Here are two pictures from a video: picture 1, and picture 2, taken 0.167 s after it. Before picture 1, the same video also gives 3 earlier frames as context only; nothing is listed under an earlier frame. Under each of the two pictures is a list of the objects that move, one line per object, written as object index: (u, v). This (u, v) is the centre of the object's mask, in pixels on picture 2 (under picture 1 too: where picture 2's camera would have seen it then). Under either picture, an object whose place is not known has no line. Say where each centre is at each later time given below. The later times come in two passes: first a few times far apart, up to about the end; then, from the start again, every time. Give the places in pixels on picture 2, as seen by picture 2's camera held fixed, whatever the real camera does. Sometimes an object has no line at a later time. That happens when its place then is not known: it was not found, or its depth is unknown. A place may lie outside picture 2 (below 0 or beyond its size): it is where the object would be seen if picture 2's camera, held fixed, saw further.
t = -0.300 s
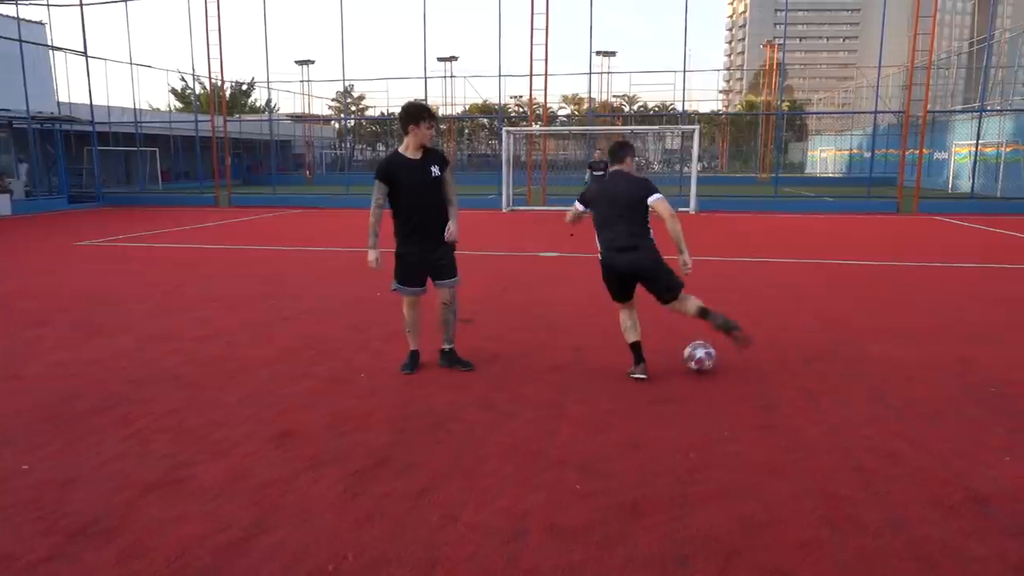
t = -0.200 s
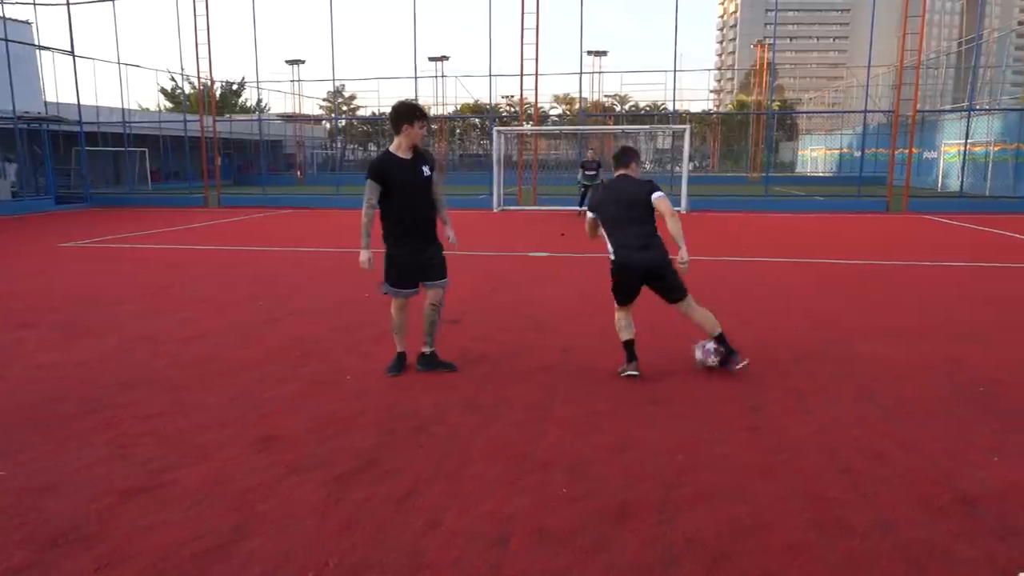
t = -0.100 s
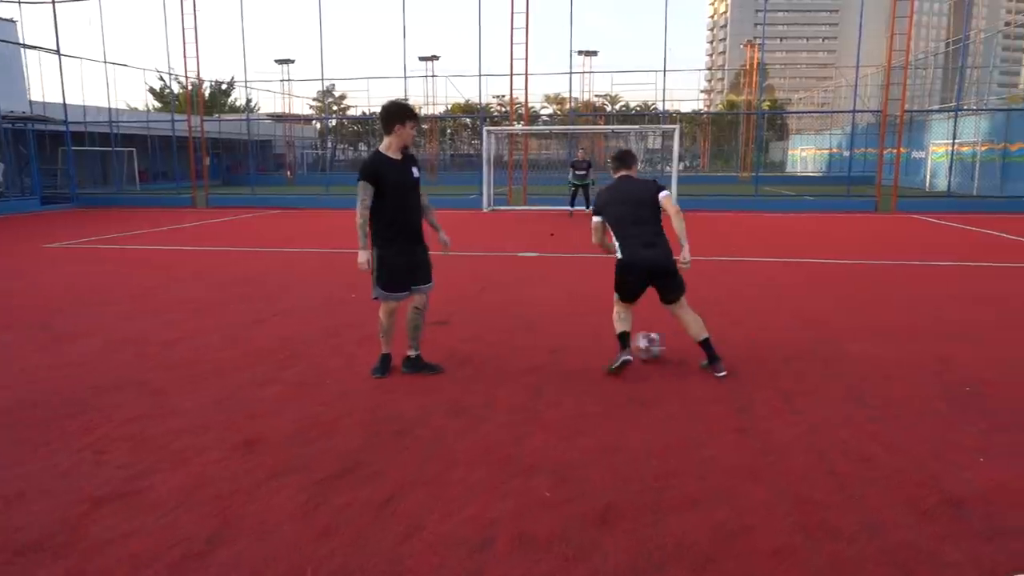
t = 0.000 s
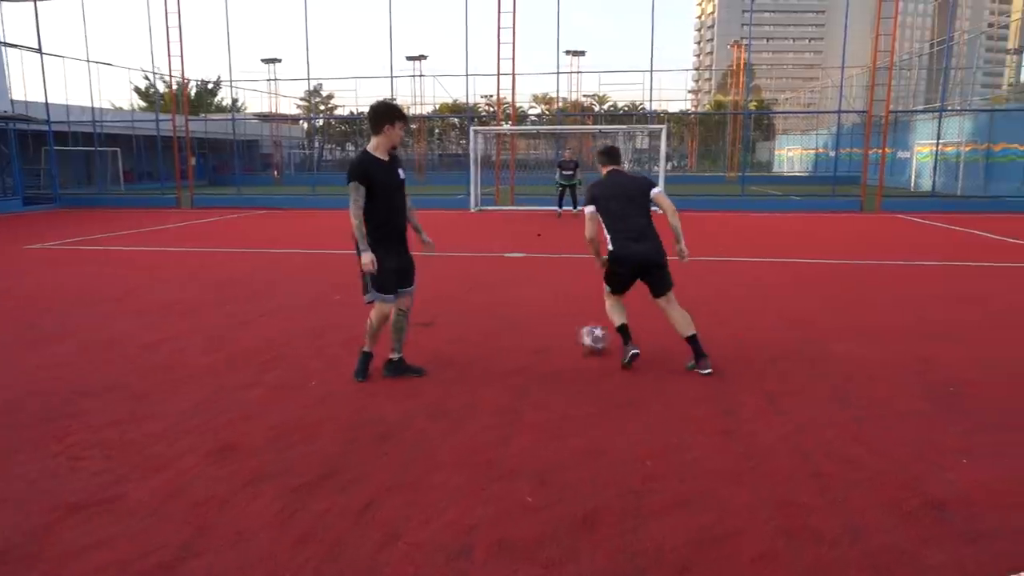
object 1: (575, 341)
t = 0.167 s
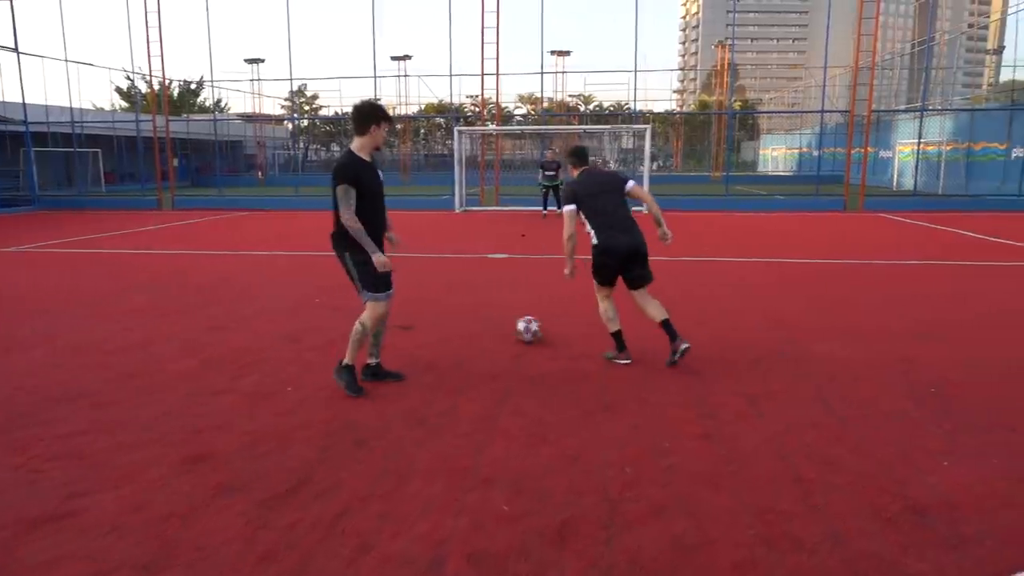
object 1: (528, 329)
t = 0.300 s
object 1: (503, 321)
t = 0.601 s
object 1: (483, 310)
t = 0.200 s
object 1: (521, 327)
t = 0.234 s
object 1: (514, 324)
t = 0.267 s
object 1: (509, 322)
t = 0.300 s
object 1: (503, 321)
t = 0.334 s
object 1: (500, 319)
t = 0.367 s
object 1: (496, 319)
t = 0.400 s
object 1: (492, 318)
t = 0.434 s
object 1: (491, 316)
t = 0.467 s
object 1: (488, 315)
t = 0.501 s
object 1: (486, 313)
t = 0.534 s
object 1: (485, 312)
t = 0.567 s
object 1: (484, 312)
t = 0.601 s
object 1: (483, 310)
